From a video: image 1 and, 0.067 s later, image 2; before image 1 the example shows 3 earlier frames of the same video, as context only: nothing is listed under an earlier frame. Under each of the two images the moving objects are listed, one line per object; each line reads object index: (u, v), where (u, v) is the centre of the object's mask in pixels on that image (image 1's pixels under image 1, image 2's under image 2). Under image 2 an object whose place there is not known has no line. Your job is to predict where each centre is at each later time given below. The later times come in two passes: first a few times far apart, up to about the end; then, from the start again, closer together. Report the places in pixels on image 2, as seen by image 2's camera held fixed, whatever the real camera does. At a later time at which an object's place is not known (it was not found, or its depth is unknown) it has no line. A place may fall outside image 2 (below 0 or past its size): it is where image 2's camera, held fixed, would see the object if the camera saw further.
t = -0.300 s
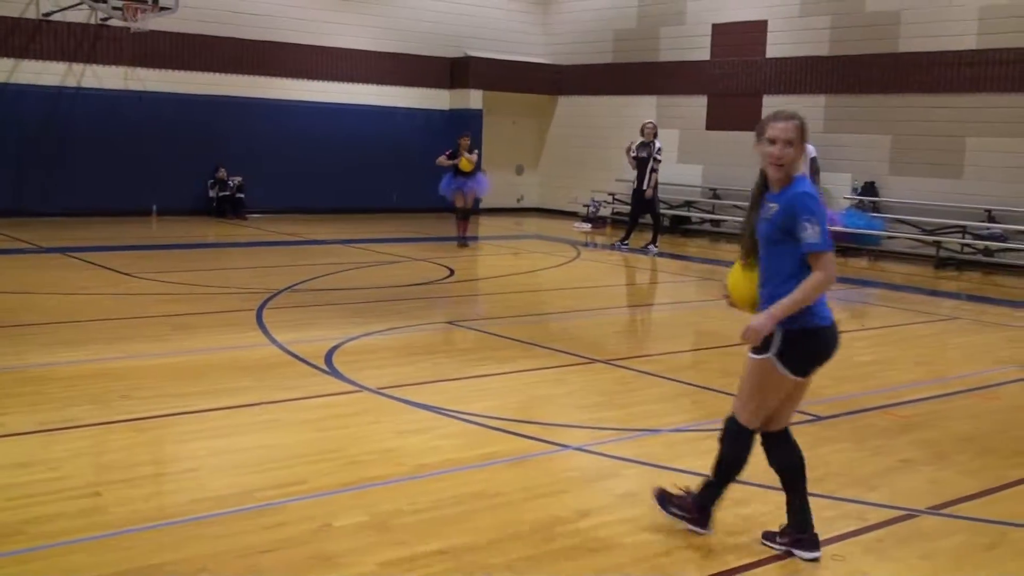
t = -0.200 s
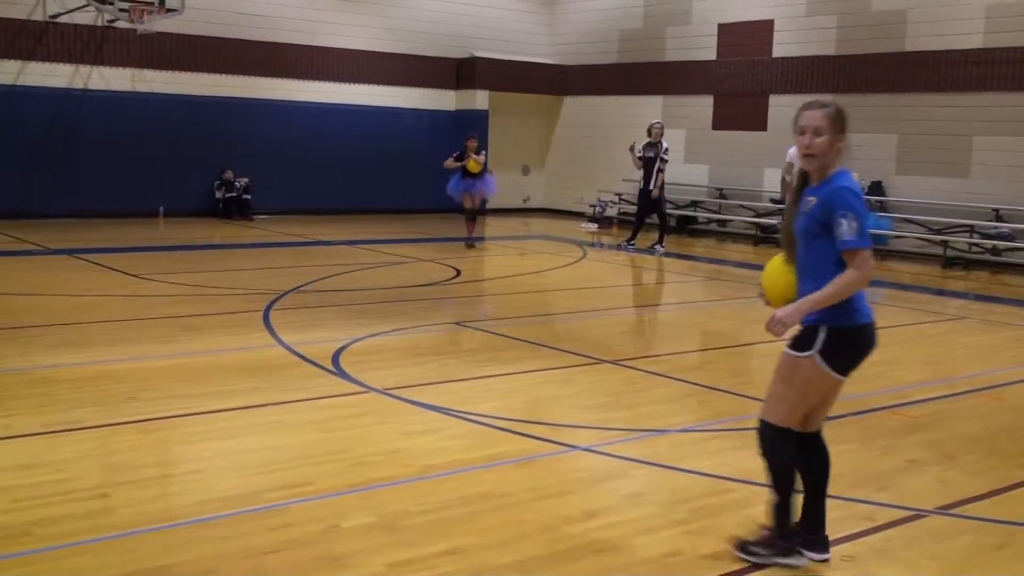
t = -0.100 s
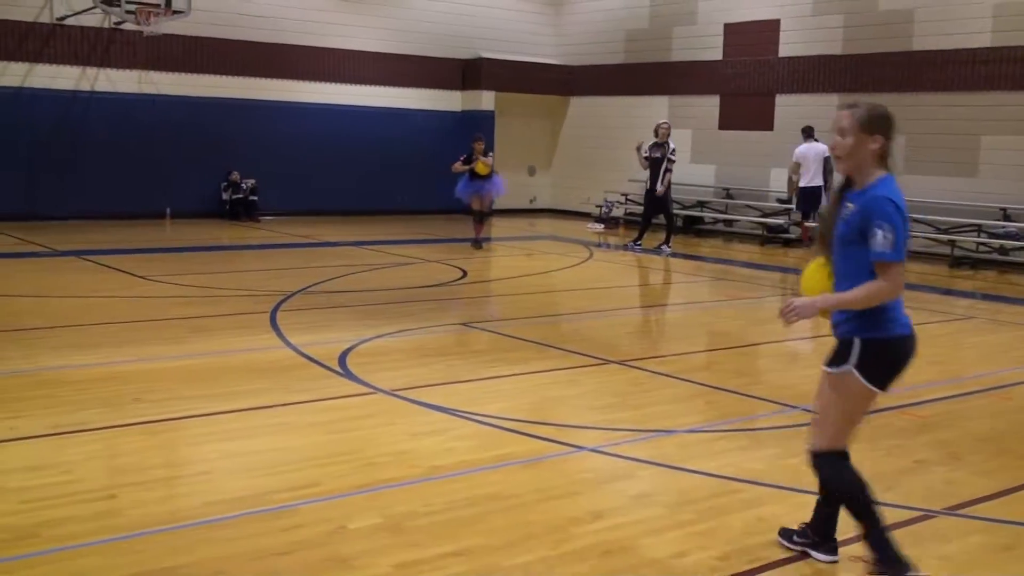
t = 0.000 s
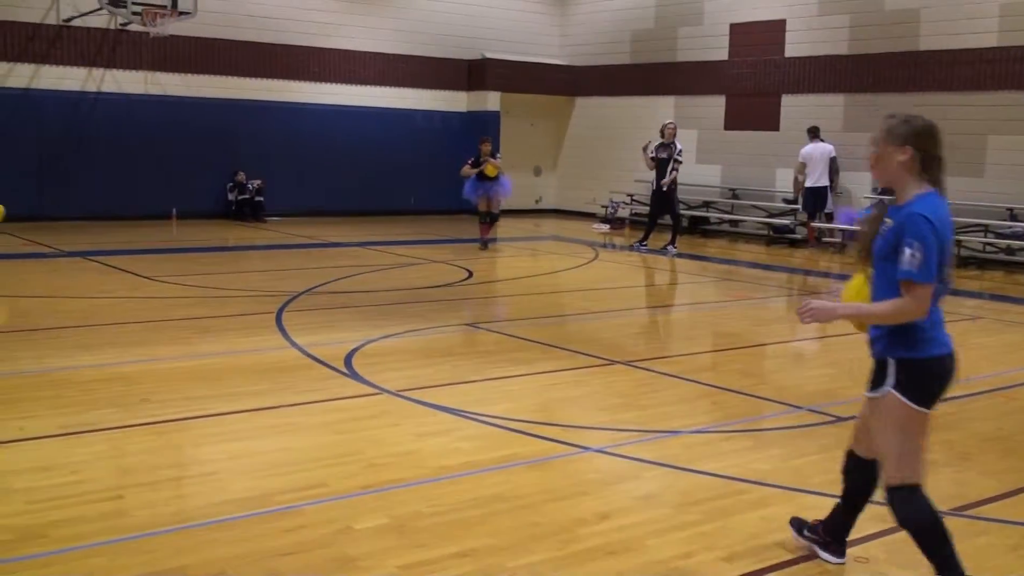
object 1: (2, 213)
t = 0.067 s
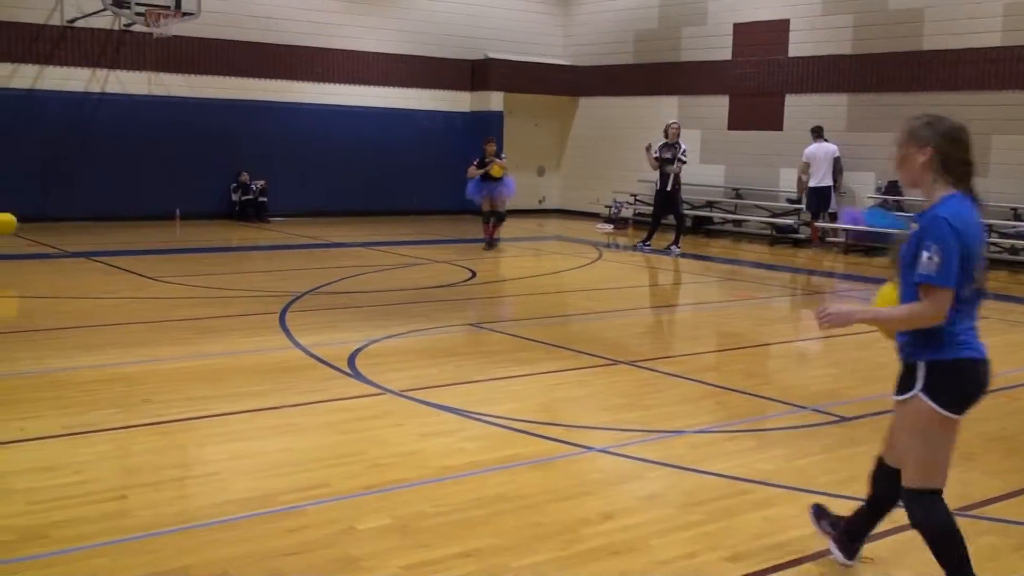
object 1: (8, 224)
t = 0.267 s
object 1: (29, 237)
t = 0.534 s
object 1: (52, 216)
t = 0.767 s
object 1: (72, 248)
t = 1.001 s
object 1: (96, 225)
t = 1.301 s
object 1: (127, 247)
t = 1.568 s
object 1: (150, 229)
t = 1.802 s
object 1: (170, 250)
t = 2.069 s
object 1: (193, 233)
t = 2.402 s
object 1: (221, 239)
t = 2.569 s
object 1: (233, 241)
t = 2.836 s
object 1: (253, 241)
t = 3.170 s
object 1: (276, 242)
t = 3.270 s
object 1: (283, 243)
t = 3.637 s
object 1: (307, 247)
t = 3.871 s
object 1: (322, 246)
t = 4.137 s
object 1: (337, 247)
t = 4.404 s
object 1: (353, 247)
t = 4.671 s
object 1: (368, 250)
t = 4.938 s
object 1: (384, 251)
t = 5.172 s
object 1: (397, 250)
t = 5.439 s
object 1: (411, 251)
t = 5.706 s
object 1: (425, 251)
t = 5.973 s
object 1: (439, 251)
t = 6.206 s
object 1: (451, 251)
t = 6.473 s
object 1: (464, 251)
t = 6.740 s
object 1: (478, 251)
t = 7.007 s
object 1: (491, 250)
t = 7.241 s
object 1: (503, 250)
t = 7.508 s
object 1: (514, 250)
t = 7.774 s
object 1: (528, 250)
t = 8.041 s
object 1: (539, 250)
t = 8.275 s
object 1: (551, 249)
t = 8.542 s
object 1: (562, 249)
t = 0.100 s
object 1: (10, 229)
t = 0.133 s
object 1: (14, 237)
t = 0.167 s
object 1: (19, 246)
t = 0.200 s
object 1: (23, 253)
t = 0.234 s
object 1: (26, 245)
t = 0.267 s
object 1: (29, 237)
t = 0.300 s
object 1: (31, 233)
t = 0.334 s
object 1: (34, 227)
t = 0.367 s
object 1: (37, 223)
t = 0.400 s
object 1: (40, 219)
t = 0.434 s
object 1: (43, 217)
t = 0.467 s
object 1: (45, 216)
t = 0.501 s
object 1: (49, 216)
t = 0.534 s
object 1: (52, 216)
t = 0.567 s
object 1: (55, 218)
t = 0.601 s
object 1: (58, 221)
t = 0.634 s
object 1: (60, 224)
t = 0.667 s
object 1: (63, 228)
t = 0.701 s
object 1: (66, 233)
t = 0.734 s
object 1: (69, 239)
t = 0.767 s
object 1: (72, 248)
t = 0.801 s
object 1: (75, 254)
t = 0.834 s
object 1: (78, 248)
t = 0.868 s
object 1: (82, 240)
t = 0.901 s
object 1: (86, 235)
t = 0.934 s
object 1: (89, 231)
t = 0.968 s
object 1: (93, 228)
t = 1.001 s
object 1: (96, 225)
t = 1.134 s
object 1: (111, 225)
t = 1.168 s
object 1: (114, 228)
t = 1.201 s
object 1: (118, 230)
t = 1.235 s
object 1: (121, 235)
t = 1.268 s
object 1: (124, 240)
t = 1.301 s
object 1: (127, 247)
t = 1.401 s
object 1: (136, 243)
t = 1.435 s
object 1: (139, 237)
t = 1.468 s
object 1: (142, 234)
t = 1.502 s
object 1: (145, 231)
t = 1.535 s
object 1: (148, 230)
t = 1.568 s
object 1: (150, 229)
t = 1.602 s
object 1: (153, 229)
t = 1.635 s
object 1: (156, 231)
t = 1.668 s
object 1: (159, 232)
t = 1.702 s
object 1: (162, 234)
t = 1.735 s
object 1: (164, 238)
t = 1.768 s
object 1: (167, 244)
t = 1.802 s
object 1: (170, 250)
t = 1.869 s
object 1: (176, 247)
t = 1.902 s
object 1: (179, 243)
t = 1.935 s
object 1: (182, 238)
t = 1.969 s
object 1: (185, 236)
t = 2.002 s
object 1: (188, 235)
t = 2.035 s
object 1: (191, 234)
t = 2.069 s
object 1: (193, 233)
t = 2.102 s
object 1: (196, 234)
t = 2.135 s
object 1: (199, 236)
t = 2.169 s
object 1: (202, 239)
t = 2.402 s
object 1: (221, 239)
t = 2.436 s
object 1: (223, 237)
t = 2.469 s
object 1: (225, 237)
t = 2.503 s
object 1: (228, 237)
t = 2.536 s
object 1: (230, 238)
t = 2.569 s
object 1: (233, 241)
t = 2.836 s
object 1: (253, 241)
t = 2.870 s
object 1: (255, 241)
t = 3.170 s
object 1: (276, 242)
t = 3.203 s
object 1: (278, 242)
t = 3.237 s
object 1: (281, 242)
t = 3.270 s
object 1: (283, 243)
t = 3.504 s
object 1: (299, 244)
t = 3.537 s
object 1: (301, 243)
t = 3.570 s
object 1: (303, 244)
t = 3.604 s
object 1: (305, 244)
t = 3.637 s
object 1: (307, 247)
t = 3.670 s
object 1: (309, 252)
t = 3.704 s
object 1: (311, 252)
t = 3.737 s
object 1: (313, 249)
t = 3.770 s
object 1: (315, 246)
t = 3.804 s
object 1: (318, 245)
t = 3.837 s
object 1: (320, 245)
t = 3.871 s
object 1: (322, 246)
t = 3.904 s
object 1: (323, 247)
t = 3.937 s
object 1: (325, 249)
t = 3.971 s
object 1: (327, 252)
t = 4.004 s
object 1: (329, 251)
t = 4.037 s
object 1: (331, 248)
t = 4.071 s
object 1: (333, 247)
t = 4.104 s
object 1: (335, 247)
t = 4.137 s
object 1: (337, 247)
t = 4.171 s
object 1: (339, 247)
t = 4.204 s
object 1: (341, 249)
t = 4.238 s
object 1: (343, 252)
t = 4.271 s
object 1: (345, 250)
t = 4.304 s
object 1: (347, 248)
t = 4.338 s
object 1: (349, 247)
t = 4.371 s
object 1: (351, 247)
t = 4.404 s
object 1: (353, 247)
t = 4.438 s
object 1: (355, 249)
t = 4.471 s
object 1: (357, 251)
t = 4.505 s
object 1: (358, 251)
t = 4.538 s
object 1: (361, 249)
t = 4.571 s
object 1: (363, 248)
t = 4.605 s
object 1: (365, 248)
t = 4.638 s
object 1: (367, 248)
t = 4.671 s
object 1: (368, 250)
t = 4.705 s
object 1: (371, 252)
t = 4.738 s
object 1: (372, 251)
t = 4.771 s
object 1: (374, 249)
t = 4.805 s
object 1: (376, 249)
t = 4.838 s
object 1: (378, 249)
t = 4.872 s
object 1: (380, 250)
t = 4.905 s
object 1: (382, 252)
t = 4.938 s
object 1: (384, 251)
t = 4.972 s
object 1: (386, 250)
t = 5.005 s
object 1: (388, 249)
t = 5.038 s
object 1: (389, 249)
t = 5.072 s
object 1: (392, 250)
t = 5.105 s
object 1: (394, 251)
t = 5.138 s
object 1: (395, 251)
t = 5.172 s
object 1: (397, 250)
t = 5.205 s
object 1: (399, 250)
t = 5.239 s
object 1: (400, 250)
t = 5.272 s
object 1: (402, 251)
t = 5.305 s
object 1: (404, 251)
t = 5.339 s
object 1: (406, 251)
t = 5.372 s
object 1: (408, 250)
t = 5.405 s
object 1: (410, 250)
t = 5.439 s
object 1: (411, 251)
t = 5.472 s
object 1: (412, 251)
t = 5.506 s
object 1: (414, 251)
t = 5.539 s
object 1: (416, 250)
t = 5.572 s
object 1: (418, 251)
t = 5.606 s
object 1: (420, 251)
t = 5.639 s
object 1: (422, 251)
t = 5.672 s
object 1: (424, 251)
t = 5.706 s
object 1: (425, 251)
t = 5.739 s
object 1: (427, 251)
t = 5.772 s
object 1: (429, 251)
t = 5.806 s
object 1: (431, 251)
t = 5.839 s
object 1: (432, 251)
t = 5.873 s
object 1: (434, 251)
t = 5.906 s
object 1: (436, 251)
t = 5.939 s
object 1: (437, 251)
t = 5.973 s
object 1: (439, 251)
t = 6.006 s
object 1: (441, 251)
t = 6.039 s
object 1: (443, 251)
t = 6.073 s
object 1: (444, 251)
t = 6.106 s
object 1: (446, 251)
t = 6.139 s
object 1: (448, 251)
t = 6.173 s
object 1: (450, 250)
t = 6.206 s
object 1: (451, 251)
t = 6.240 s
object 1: (453, 251)
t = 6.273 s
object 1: (455, 251)
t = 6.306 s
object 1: (456, 251)
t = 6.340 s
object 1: (458, 251)
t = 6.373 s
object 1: (459, 251)
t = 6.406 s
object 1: (461, 251)
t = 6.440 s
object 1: (463, 251)
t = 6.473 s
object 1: (464, 251)
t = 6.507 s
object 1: (466, 251)
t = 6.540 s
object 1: (468, 251)
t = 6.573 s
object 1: (470, 251)
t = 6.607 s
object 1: (471, 250)
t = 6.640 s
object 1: (473, 251)
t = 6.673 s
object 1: (474, 251)
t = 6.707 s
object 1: (476, 250)
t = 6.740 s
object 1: (478, 251)
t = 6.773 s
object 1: (479, 250)
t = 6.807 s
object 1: (481, 250)
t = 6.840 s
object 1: (483, 250)
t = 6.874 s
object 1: (485, 250)
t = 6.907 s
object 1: (486, 250)
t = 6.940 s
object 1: (488, 250)
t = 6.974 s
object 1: (489, 250)
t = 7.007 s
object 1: (491, 250)
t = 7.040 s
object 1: (493, 250)
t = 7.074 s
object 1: (494, 250)
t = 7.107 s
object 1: (496, 250)
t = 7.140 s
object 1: (498, 250)
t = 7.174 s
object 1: (500, 250)
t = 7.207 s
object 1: (501, 250)
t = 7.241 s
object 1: (503, 250)
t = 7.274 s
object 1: (504, 250)
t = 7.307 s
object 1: (506, 250)
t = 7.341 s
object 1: (507, 250)
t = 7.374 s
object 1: (508, 250)
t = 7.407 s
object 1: (510, 250)
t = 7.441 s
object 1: (512, 250)
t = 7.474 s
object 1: (513, 249)
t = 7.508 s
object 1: (514, 250)
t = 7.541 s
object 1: (517, 249)
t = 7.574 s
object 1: (519, 249)
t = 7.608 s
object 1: (520, 250)
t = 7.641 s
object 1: (521, 250)
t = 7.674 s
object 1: (523, 250)
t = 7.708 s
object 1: (525, 250)
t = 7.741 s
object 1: (526, 250)
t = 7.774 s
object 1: (528, 250)
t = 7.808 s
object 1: (529, 250)
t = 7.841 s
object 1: (530, 250)
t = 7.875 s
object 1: (532, 249)
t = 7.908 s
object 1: (533, 249)
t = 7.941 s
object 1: (535, 249)
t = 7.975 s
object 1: (537, 250)
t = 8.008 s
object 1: (538, 249)
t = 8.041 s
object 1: (539, 250)
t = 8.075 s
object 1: (541, 249)
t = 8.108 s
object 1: (543, 249)
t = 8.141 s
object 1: (544, 249)
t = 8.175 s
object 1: (546, 249)
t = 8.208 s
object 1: (547, 249)
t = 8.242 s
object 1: (549, 249)
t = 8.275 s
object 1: (551, 249)
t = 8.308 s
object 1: (552, 249)
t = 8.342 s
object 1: (553, 249)
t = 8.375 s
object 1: (555, 249)
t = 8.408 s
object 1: (556, 249)
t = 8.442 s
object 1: (557, 249)
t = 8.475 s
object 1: (559, 249)
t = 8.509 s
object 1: (560, 249)
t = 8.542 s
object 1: (562, 249)
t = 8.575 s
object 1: (563, 249)
